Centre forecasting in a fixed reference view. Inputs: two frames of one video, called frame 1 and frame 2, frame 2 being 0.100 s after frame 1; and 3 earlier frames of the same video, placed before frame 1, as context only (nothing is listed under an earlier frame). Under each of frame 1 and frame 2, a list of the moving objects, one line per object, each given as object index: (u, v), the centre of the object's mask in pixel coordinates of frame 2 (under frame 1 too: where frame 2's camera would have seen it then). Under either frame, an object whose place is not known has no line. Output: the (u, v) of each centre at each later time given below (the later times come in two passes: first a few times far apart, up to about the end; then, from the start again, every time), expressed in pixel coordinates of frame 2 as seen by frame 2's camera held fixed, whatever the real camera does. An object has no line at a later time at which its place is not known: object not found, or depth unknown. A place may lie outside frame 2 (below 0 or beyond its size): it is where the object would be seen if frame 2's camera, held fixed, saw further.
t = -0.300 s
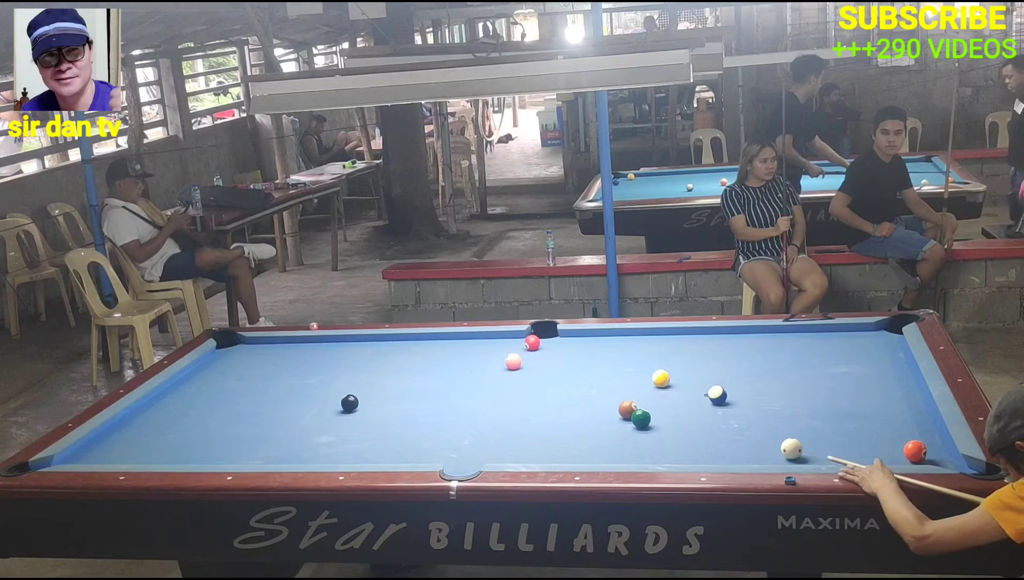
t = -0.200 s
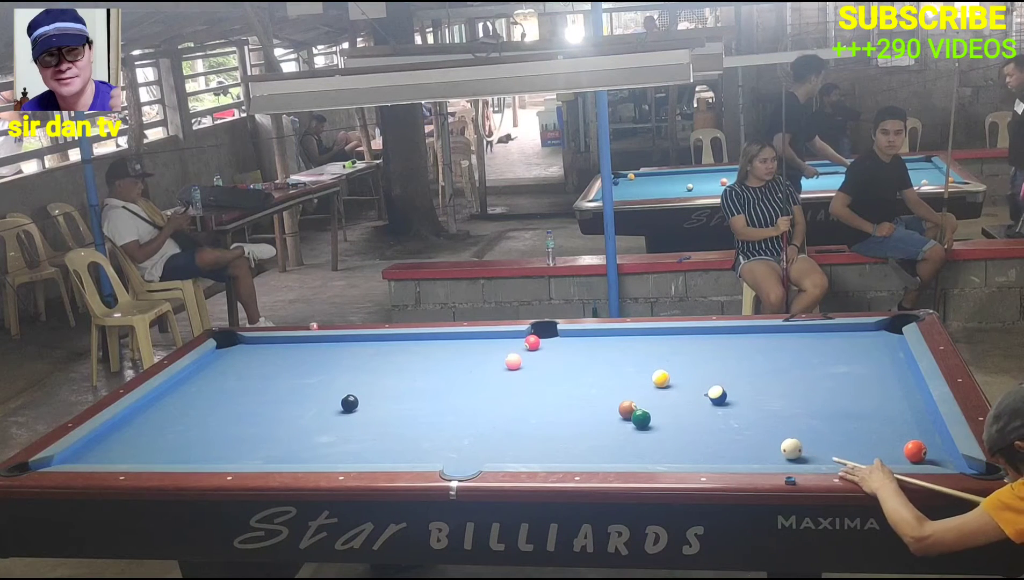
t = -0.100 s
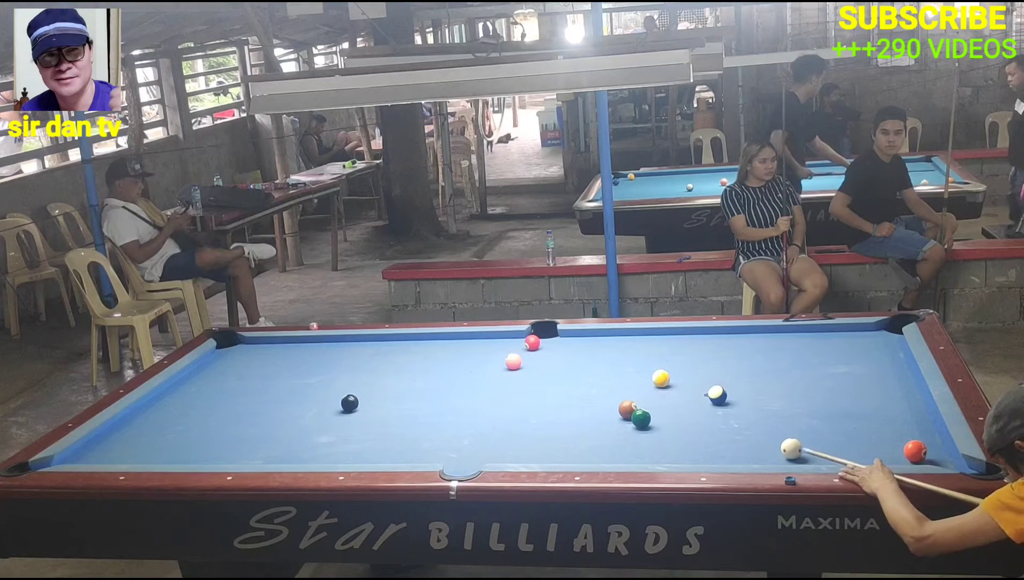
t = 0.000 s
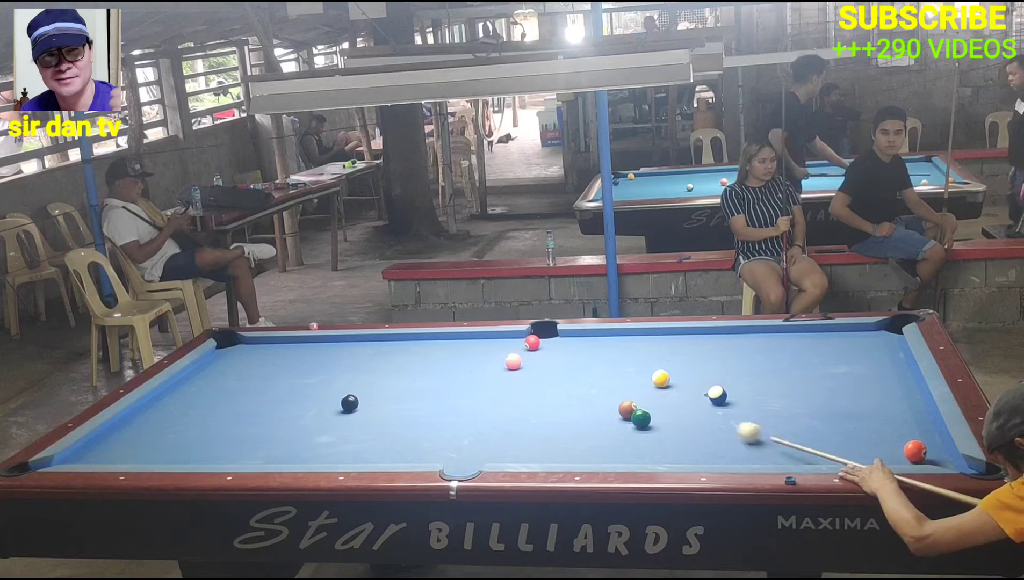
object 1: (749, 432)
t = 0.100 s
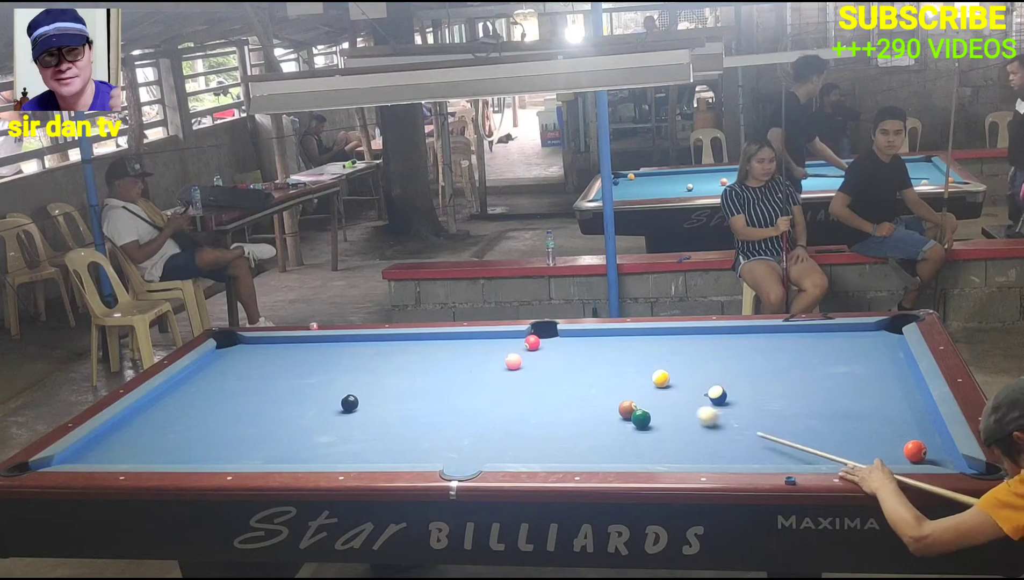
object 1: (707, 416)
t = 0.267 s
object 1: (647, 393)
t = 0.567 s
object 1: (558, 359)
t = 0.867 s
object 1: (478, 345)
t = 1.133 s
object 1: (410, 340)
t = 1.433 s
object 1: (344, 340)
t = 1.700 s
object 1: (290, 344)
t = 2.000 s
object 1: (230, 349)
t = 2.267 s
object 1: (230, 353)
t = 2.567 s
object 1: (253, 357)
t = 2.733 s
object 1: (265, 359)
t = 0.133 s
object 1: (695, 411)
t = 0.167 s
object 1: (682, 407)
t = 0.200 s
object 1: (670, 402)
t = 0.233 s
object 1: (658, 397)
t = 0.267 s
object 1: (647, 393)
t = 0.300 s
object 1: (636, 389)
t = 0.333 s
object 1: (626, 385)
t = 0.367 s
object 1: (615, 381)
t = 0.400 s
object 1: (605, 377)
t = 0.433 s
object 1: (595, 373)
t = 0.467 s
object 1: (586, 369)
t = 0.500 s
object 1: (576, 366)
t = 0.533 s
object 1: (567, 362)
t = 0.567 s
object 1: (558, 359)
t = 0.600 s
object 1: (550, 355)
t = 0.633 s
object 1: (541, 352)
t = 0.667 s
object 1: (533, 349)
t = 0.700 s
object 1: (524, 347)
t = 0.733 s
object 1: (515, 347)
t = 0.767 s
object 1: (505, 347)
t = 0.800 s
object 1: (496, 346)
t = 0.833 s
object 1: (487, 346)
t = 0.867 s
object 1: (478, 345)
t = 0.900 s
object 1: (469, 344)
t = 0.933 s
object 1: (461, 343)
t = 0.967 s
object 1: (452, 343)
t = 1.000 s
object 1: (444, 342)
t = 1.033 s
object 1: (435, 341)
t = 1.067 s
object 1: (427, 341)
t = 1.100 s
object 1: (419, 340)
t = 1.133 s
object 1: (410, 340)
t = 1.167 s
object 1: (402, 339)
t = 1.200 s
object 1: (395, 338)
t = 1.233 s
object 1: (387, 338)
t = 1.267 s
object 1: (379, 338)
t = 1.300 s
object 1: (372, 338)
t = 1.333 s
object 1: (365, 339)
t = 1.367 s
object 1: (358, 339)
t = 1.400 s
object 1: (351, 340)
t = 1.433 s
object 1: (344, 340)
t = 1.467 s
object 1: (337, 341)
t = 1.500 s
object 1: (330, 341)
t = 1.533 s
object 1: (323, 342)
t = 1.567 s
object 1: (316, 343)
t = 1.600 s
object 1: (310, 343)
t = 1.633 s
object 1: (303, 343)
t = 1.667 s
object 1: (296, 344)
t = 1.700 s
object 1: (290, 344)
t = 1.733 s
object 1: (283, 345)
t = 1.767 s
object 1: (276, 346)
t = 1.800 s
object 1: (269, 346)
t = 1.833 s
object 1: (263, 347)
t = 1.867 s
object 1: (257, 347)
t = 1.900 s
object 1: (250, 348)
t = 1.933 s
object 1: (243, 349)
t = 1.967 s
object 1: (237, 349)
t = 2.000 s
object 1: (230, 349)
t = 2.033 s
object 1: (224, 350)
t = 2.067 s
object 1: (218, 351)
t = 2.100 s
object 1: (217, 351)
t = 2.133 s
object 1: (219, 352)
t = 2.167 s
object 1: (222, 352)
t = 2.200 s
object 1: (224, 353)
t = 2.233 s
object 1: (227, 353)
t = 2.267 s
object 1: (230, 353)
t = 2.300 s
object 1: (232, 354)
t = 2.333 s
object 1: (235, 354)
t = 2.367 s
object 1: (237, 355)
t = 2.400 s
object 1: (240, 355)
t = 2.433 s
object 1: (243, 355)
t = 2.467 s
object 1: (245, 356)
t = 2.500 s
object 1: (248, 357)
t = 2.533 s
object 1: (250, 357)
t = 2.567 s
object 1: (253, 357)
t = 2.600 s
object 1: (255, 358)
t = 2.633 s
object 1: (258, 358)
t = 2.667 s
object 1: (260, 359)
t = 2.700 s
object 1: (263, 359)
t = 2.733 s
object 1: (265, 359)
